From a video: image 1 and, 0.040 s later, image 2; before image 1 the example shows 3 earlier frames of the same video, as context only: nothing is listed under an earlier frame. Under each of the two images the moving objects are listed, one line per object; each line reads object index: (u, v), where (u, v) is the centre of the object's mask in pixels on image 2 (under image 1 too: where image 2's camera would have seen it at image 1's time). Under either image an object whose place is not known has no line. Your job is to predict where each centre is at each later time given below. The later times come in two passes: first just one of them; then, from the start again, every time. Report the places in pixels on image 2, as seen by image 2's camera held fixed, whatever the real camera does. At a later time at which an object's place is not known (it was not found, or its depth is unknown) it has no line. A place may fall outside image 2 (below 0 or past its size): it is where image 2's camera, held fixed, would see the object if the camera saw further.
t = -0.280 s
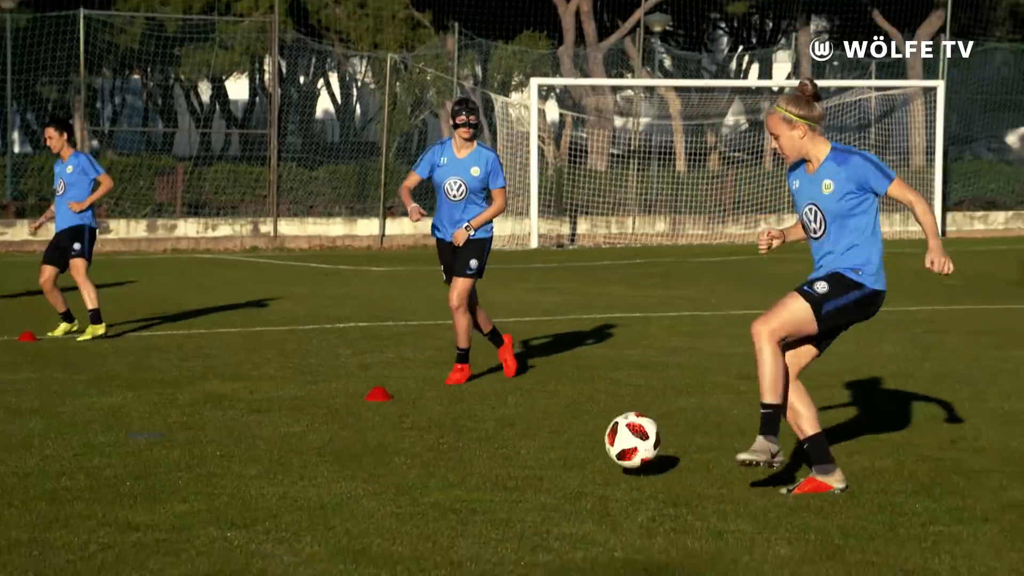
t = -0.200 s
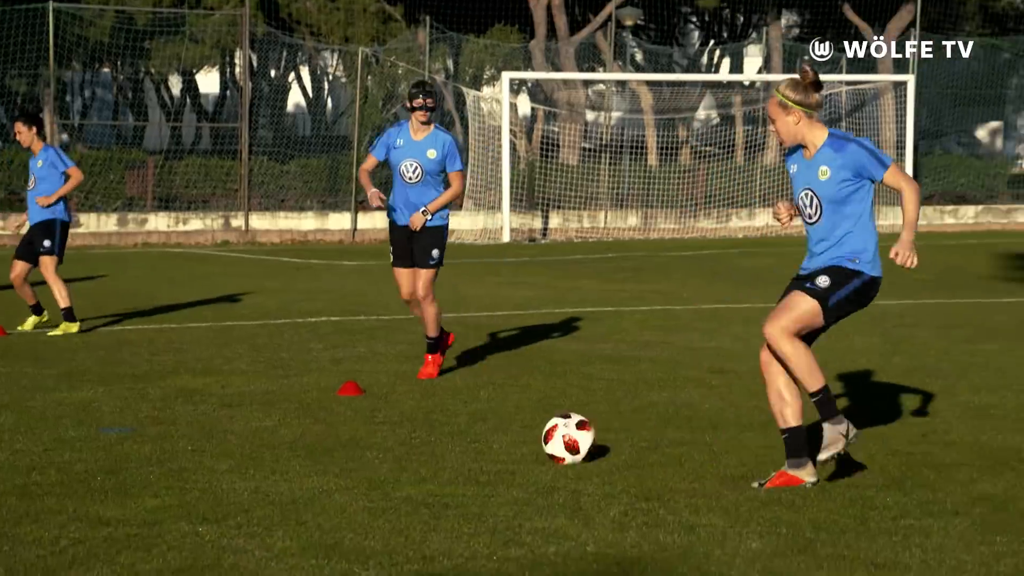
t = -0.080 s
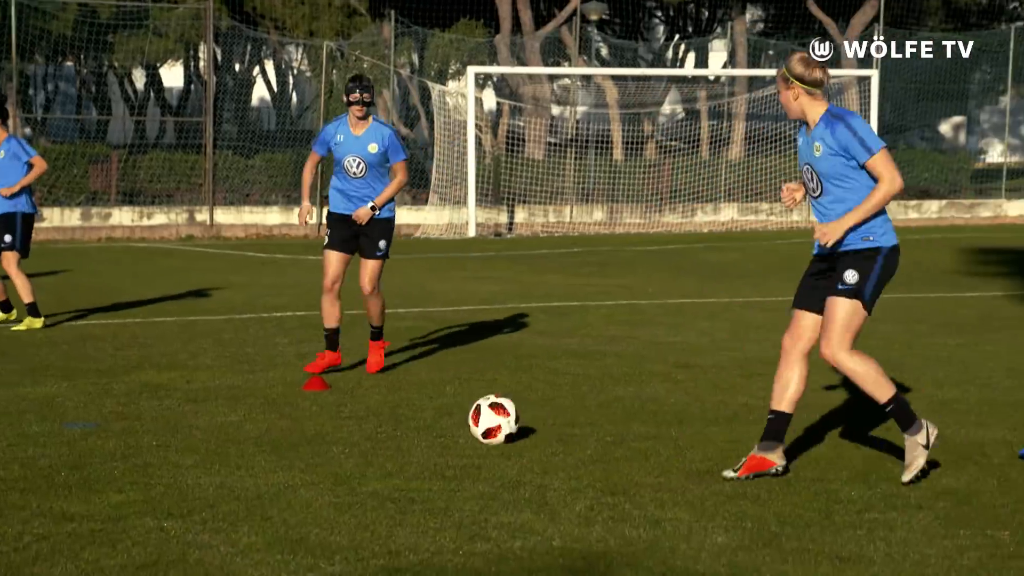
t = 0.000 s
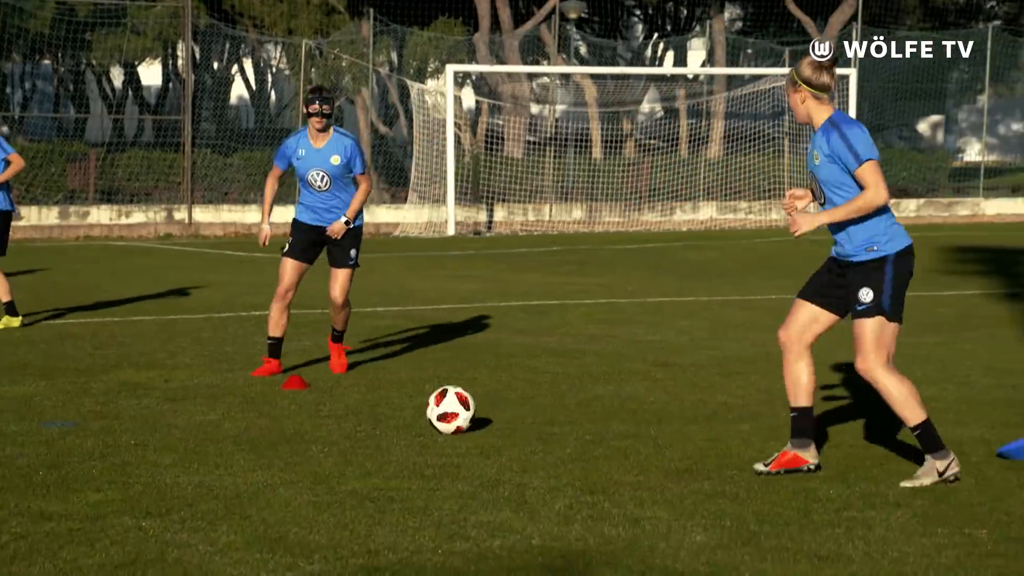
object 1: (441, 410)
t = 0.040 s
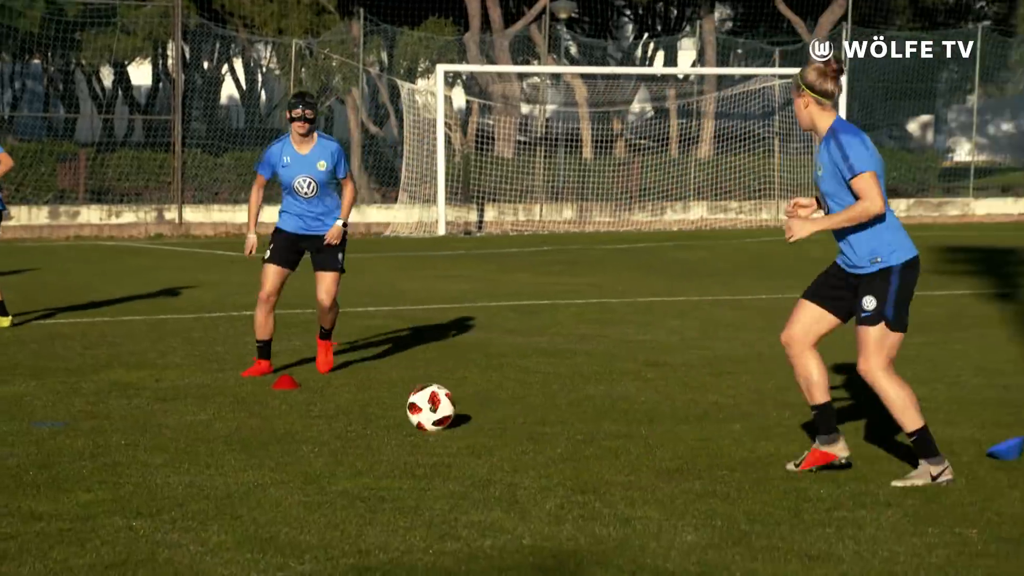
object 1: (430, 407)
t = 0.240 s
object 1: (393, 392)
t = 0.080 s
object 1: (422, 403)
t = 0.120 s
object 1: (413, 401)
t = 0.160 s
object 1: (406, 397)
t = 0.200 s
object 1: (399, 394)
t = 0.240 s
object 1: (393, 392)
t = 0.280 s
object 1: (387, 389)
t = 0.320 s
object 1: (383, 385)
